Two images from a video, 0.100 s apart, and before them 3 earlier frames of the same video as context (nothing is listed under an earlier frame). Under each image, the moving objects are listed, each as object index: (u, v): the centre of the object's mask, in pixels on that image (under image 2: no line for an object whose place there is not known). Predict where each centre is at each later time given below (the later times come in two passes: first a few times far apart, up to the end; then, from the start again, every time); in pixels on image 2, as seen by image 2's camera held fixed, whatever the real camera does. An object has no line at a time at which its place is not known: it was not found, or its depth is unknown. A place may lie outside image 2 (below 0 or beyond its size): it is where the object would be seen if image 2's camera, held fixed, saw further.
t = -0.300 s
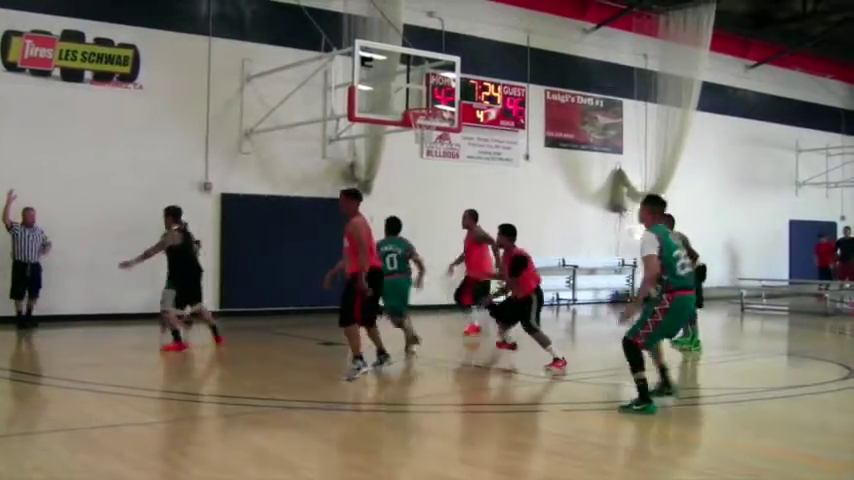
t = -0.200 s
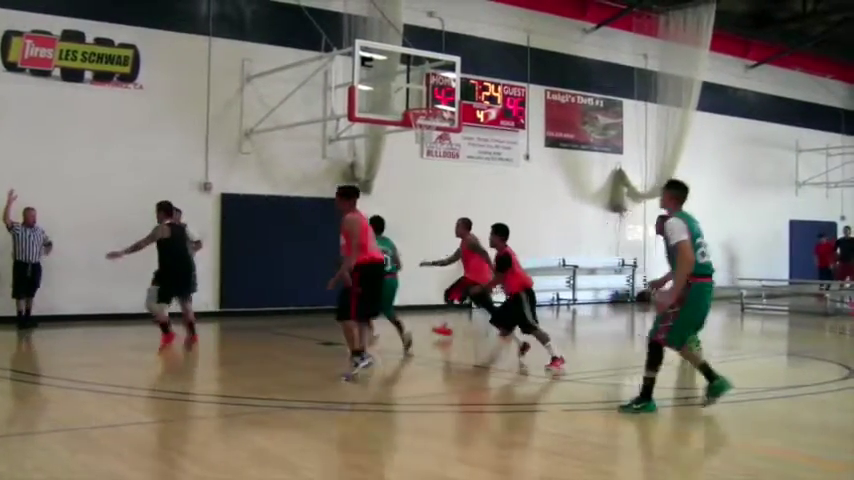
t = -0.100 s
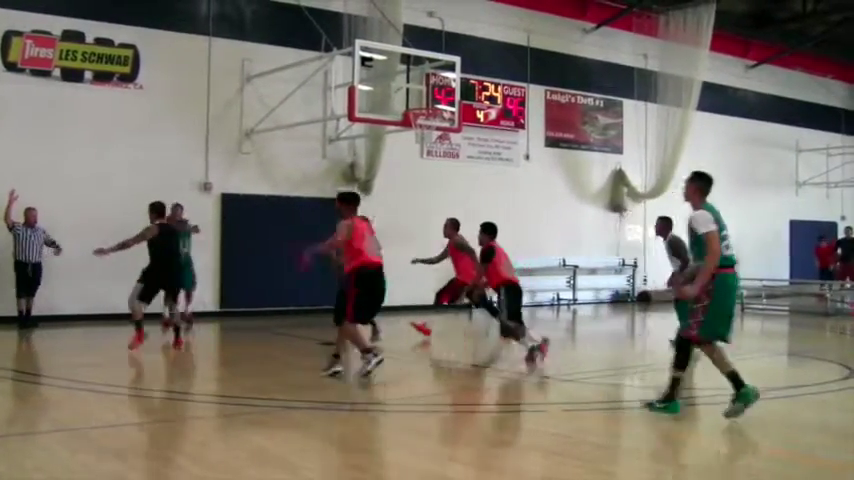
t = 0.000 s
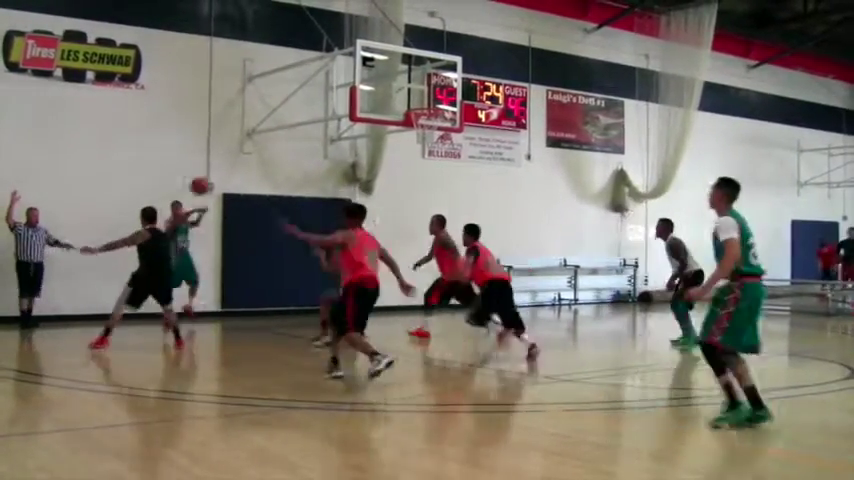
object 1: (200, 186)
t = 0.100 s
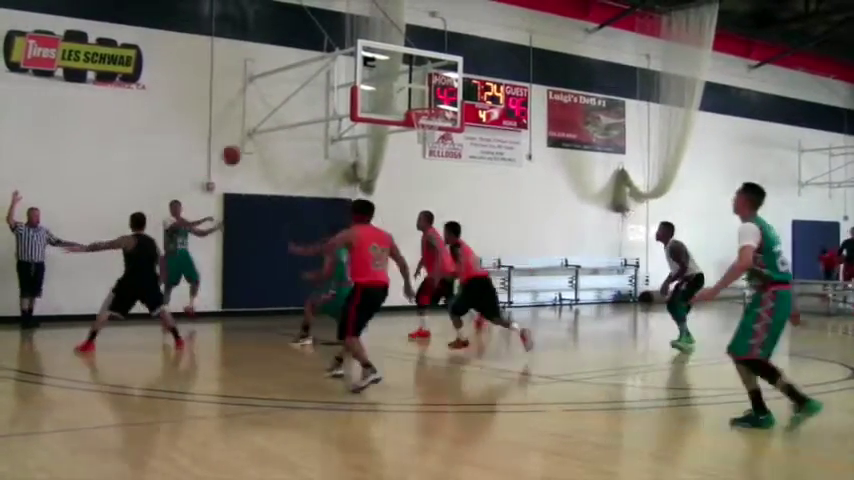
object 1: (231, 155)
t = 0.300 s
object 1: (308, 105)
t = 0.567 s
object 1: (453, 75)
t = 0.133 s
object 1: (242, 145)
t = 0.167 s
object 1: (254, 136)
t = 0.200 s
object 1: (267, 128)
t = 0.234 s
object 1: (280, 120)
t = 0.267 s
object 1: (294, 112)
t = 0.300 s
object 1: (308, 105)
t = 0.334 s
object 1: (323, 98)
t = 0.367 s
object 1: (338, 93)
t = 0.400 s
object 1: (355, 87)
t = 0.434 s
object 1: (374, 83)
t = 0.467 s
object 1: (392, 80)
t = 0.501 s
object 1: (411, 78)
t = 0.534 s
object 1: (431, 76)
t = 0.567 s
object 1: (453, 75)
